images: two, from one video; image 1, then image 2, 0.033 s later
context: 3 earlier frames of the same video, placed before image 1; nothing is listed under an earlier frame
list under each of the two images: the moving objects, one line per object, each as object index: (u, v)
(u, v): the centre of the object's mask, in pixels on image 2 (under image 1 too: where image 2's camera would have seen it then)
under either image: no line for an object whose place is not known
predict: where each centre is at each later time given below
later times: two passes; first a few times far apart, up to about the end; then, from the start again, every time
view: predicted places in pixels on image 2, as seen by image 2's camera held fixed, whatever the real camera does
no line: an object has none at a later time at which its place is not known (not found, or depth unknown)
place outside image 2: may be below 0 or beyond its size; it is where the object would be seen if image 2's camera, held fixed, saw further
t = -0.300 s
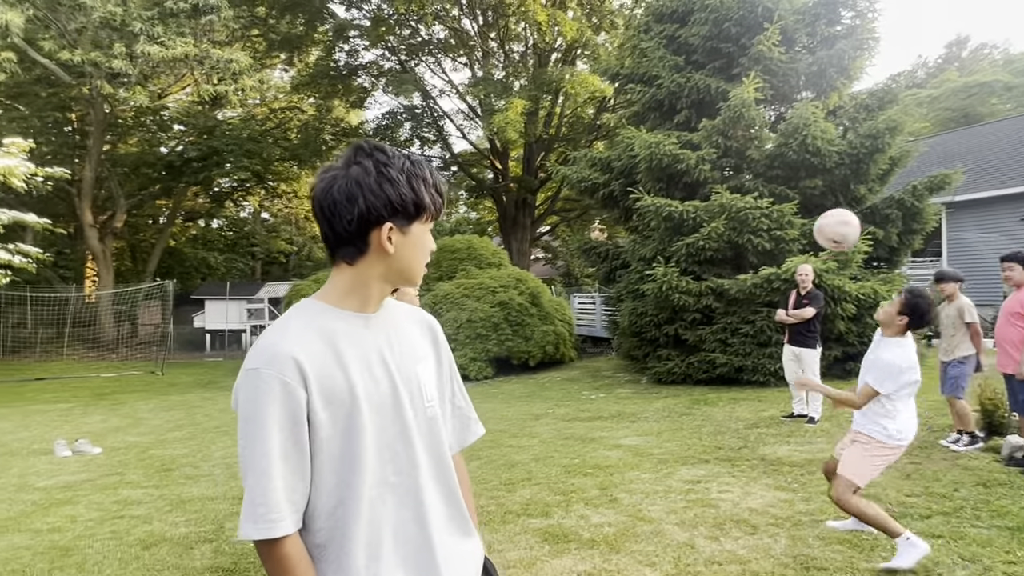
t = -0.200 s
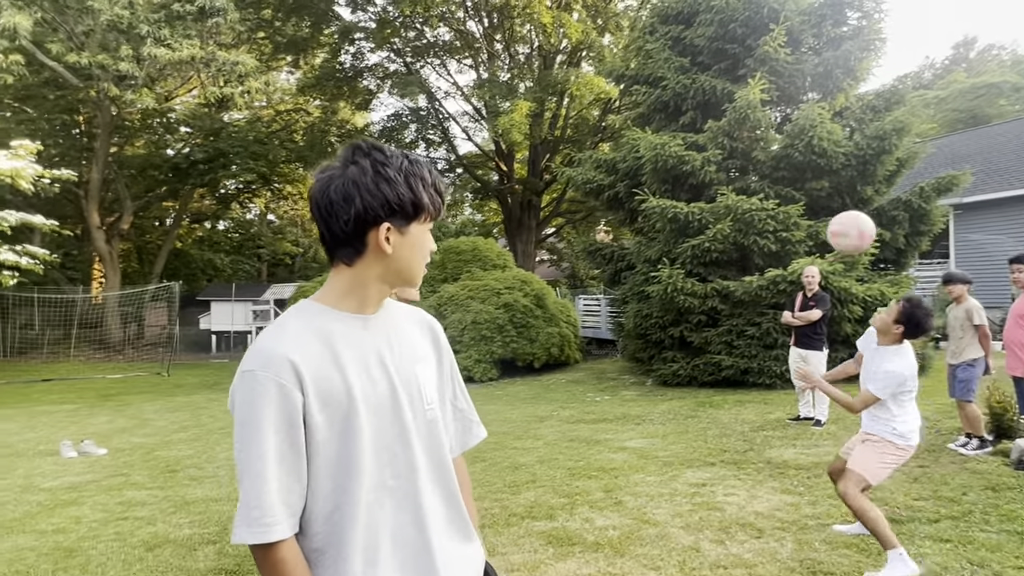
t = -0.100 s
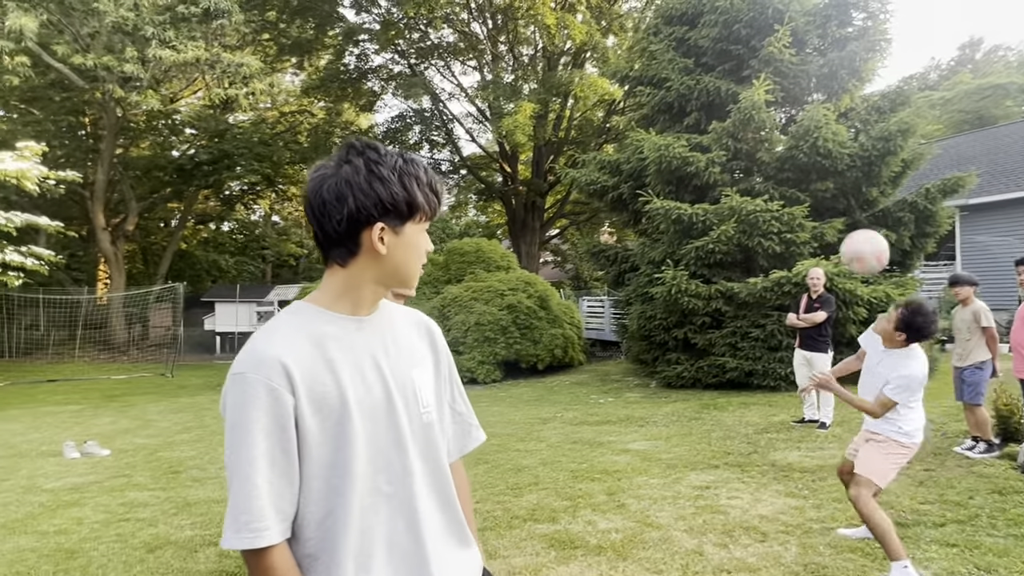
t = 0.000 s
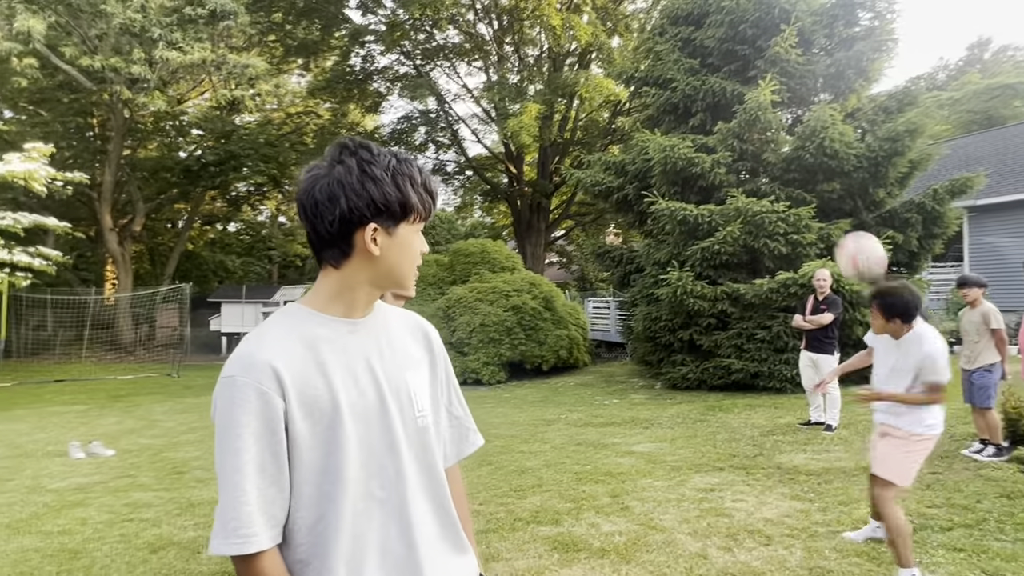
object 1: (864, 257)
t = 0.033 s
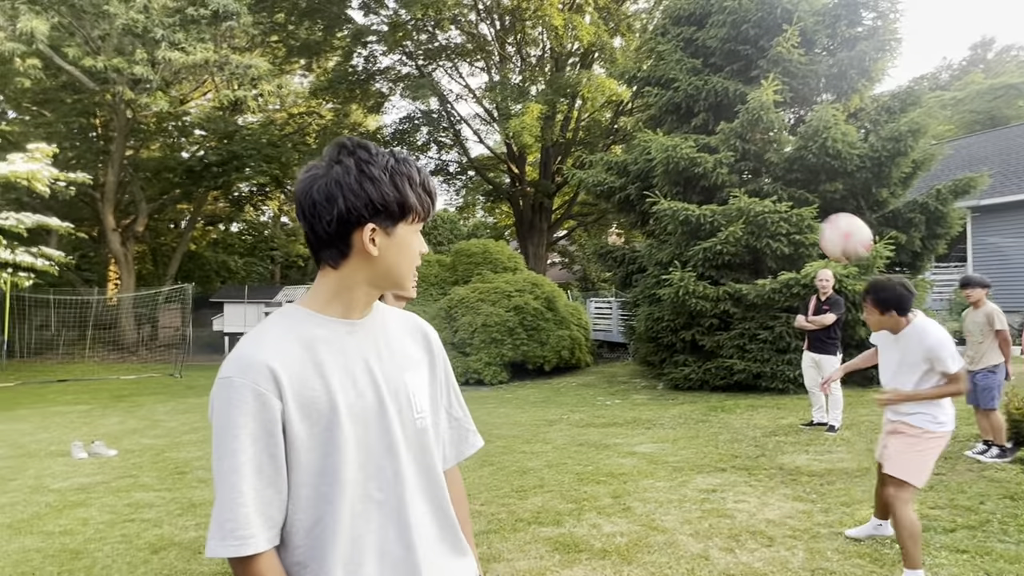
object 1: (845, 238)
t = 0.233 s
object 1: (735, 165)
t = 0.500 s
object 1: (591, 188)
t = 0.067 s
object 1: (828, 221)
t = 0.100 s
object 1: (810, 205)
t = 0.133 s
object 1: (792, 193)
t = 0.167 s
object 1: (773, 179)
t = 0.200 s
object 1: (754, 172)
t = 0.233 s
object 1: (735, 165)
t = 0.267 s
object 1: (717, 159)
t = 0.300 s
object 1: (699, 157)
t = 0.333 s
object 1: (680, 156)
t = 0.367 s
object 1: (662, 157)
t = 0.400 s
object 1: (644, 161)
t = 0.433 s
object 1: (626, 168)
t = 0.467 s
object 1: (609, 176)
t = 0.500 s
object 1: (591, 188)
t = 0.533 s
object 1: (573, 200)
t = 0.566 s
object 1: (554, 217)
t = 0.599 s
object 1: (537, 233)
